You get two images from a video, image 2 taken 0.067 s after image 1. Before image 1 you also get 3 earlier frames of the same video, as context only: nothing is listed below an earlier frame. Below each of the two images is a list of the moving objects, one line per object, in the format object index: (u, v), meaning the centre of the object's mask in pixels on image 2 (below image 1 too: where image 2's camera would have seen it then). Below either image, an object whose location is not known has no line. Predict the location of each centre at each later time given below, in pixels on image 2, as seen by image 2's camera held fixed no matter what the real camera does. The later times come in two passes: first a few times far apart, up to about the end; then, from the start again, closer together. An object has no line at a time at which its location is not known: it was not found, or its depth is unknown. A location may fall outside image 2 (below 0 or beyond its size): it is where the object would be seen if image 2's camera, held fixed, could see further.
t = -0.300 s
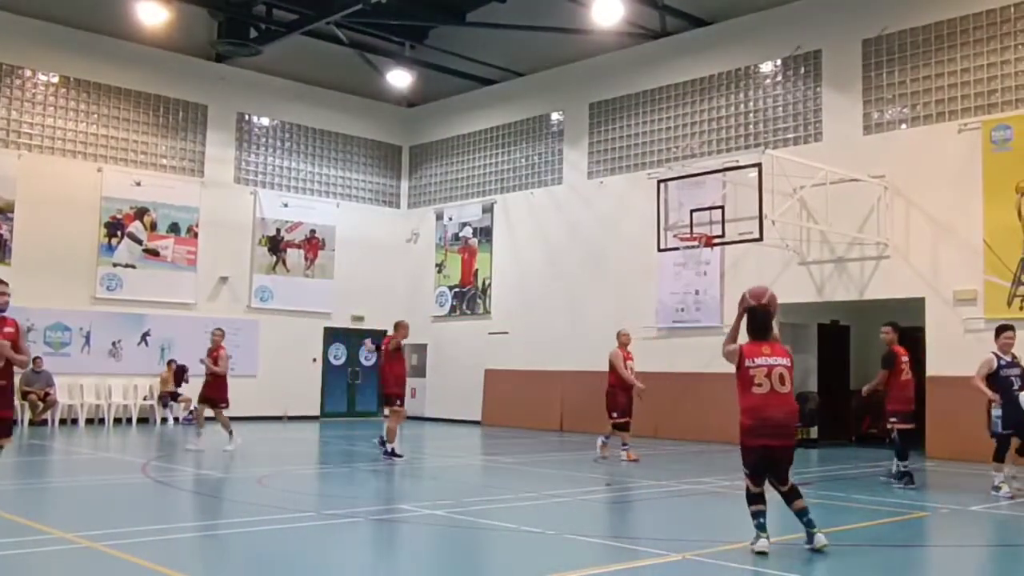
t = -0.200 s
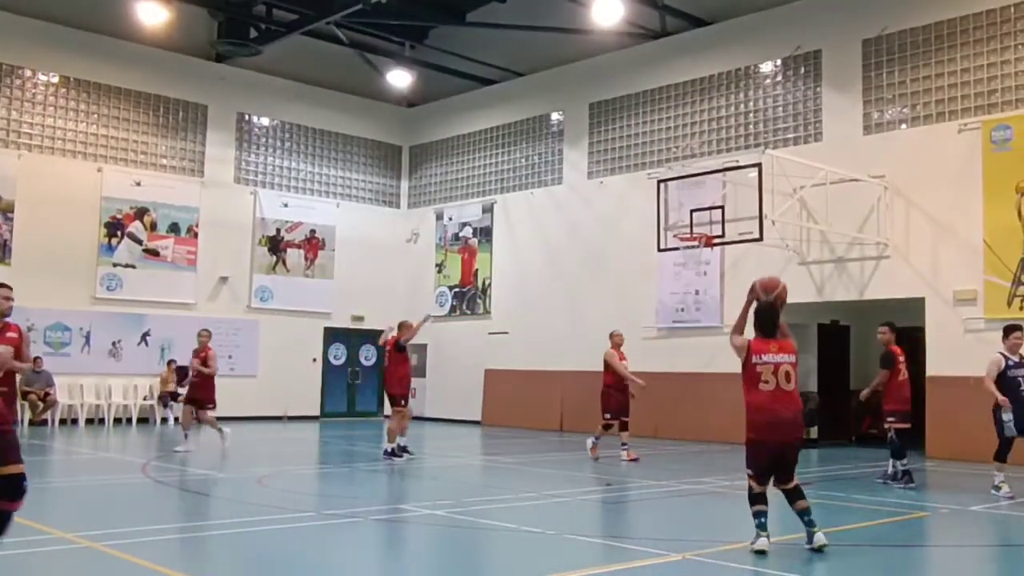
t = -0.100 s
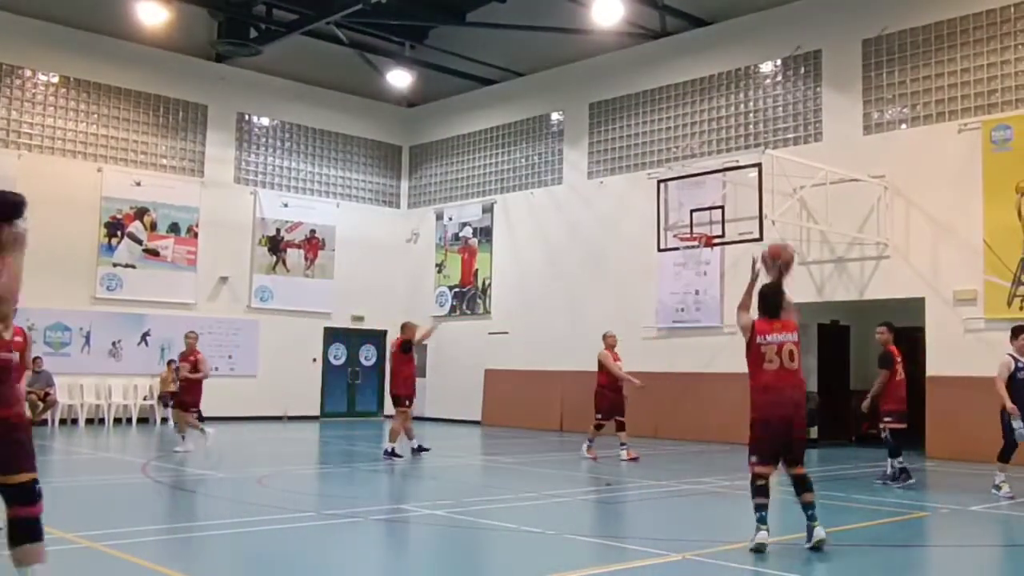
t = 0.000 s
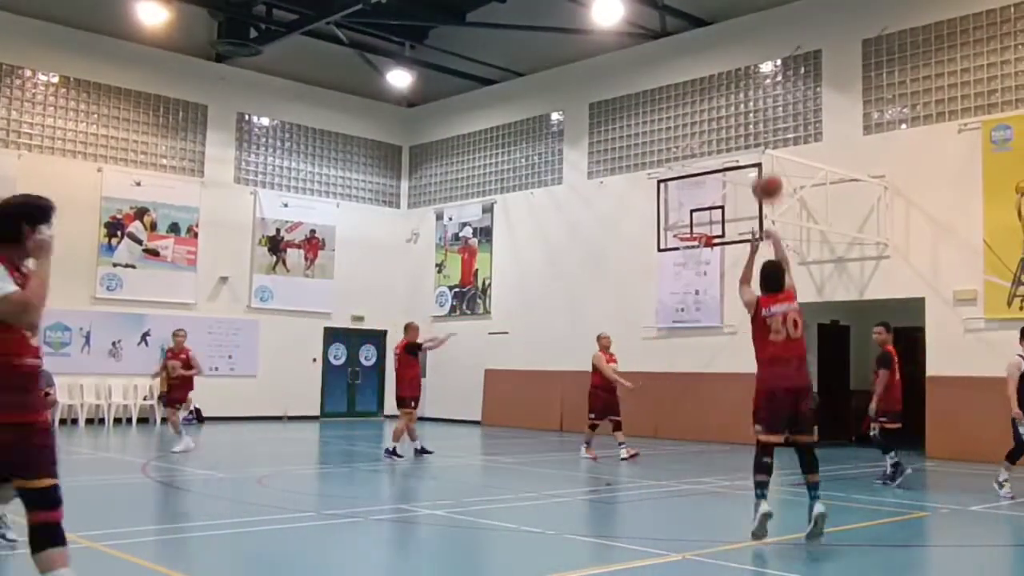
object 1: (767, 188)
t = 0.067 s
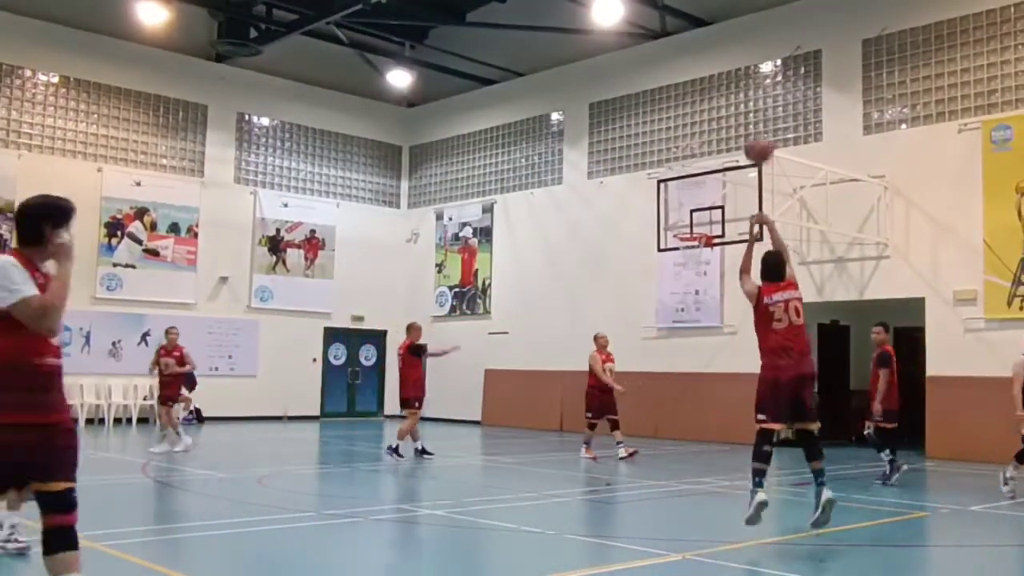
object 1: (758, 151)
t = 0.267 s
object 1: (738, 85)
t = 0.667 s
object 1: (708, 93)
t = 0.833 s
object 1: (698, 131)
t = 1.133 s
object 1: (684, 237)
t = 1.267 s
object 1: (687, 256)
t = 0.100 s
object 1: (756, 135)
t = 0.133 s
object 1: (751, 122)
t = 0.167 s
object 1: (747, 110)
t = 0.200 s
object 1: (743, 101)
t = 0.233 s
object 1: (741, 91)
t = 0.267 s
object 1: (738, 85)
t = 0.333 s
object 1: (732, 76)
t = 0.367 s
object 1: (730, 74)
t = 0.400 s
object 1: (728, 73)
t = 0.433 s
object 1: (725, 72)
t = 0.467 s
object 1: (723, 72)
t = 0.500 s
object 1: (720, 74)
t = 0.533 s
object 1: (718, 73)
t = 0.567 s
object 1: (715, 79)
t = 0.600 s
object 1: (713, 82)
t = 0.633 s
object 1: (711, 86)
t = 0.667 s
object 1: (708, 93)
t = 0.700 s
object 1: (707, 99)
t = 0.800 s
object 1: (699, 123)
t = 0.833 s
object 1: (698, 131)
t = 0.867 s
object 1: (696, 142)
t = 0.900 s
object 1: (696, 152)
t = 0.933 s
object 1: (693, 162)
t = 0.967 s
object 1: (692, 174)
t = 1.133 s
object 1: (684, 237)
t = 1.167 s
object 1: (694, 240)
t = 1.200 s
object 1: (698, 242)
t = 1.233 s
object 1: (692, 250)
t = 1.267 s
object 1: (687, 256)
